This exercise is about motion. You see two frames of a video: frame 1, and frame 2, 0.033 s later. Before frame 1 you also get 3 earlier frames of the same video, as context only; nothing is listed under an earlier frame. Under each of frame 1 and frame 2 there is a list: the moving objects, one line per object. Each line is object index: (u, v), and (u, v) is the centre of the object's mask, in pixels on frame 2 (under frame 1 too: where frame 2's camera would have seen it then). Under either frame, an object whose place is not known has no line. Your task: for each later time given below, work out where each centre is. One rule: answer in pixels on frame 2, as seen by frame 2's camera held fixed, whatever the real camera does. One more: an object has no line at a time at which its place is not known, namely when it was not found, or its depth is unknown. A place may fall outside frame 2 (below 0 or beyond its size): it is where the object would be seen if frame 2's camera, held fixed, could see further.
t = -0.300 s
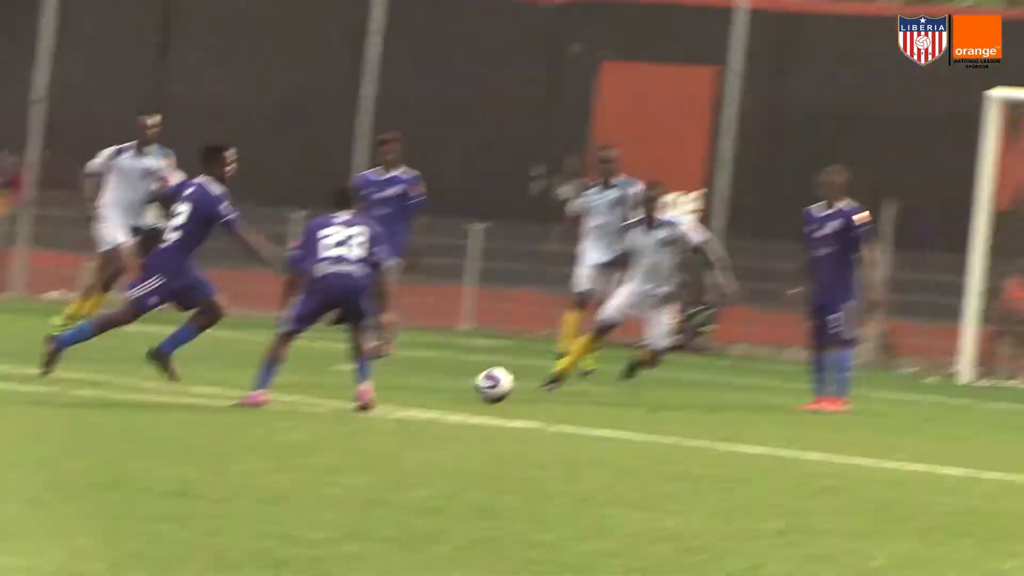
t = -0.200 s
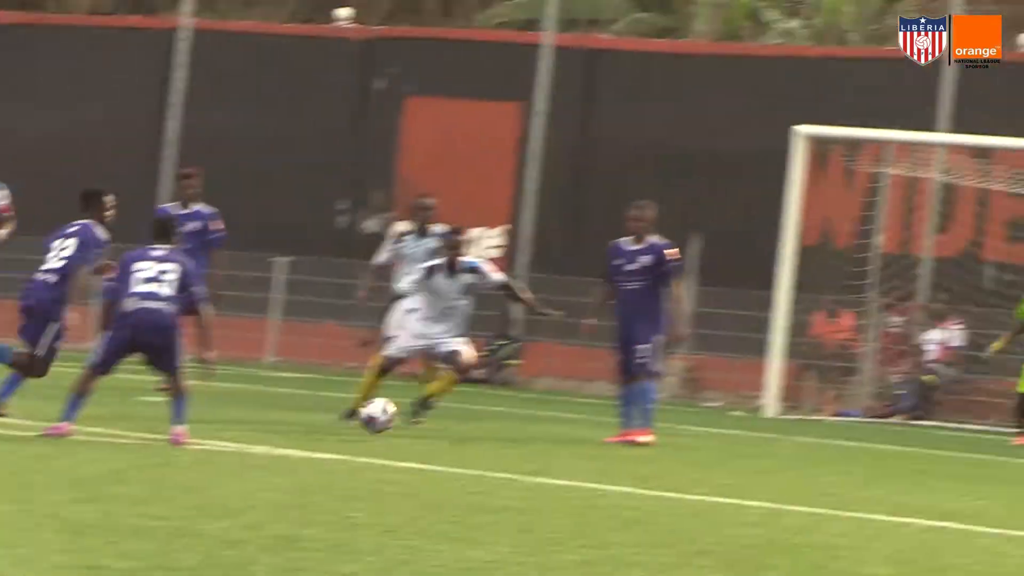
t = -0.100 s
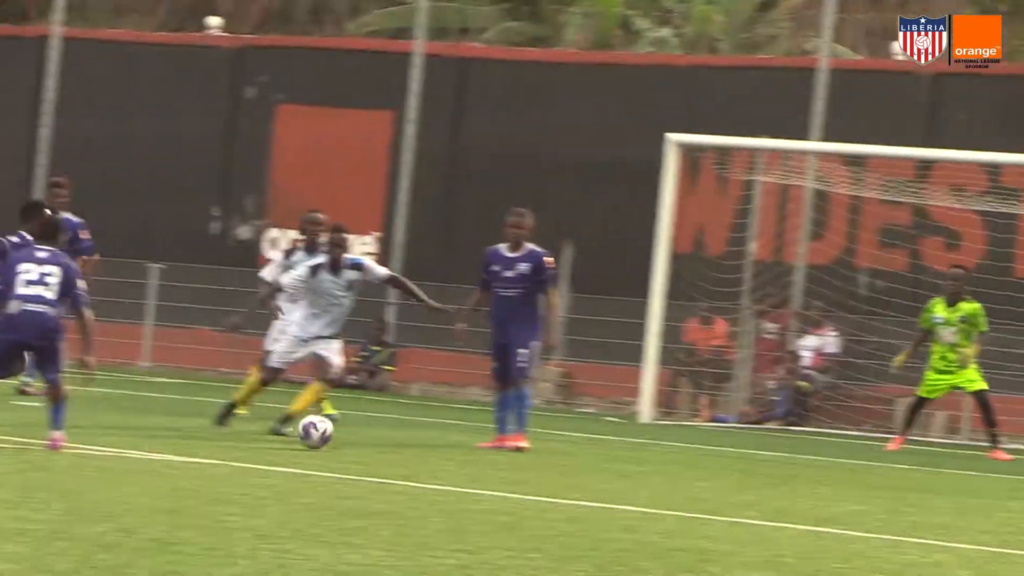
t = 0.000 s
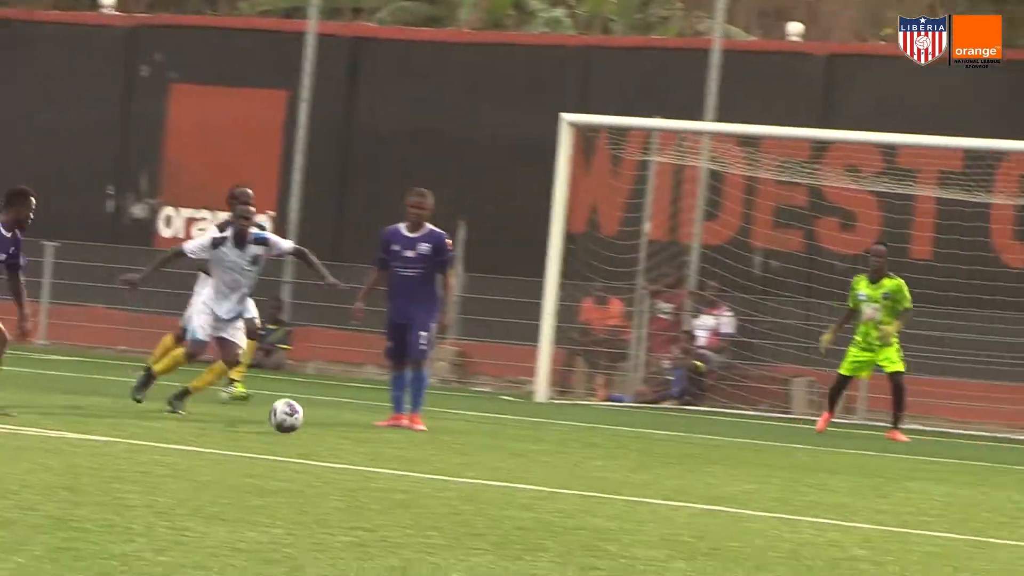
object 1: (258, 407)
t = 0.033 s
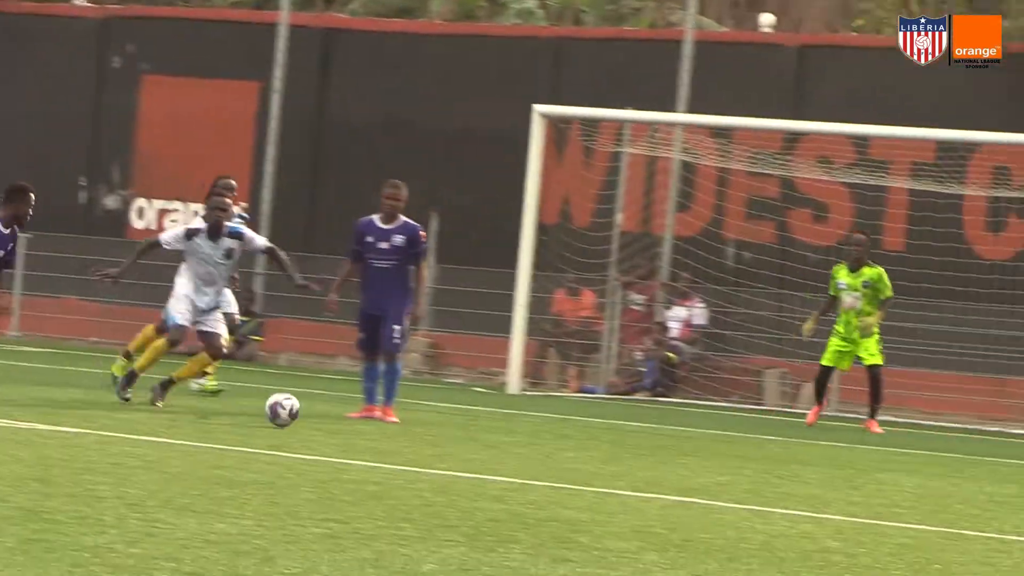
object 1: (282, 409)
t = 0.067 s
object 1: (307, 413)
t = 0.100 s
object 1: (331, 417)
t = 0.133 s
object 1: (355, 418)
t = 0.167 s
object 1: (379, 417)
